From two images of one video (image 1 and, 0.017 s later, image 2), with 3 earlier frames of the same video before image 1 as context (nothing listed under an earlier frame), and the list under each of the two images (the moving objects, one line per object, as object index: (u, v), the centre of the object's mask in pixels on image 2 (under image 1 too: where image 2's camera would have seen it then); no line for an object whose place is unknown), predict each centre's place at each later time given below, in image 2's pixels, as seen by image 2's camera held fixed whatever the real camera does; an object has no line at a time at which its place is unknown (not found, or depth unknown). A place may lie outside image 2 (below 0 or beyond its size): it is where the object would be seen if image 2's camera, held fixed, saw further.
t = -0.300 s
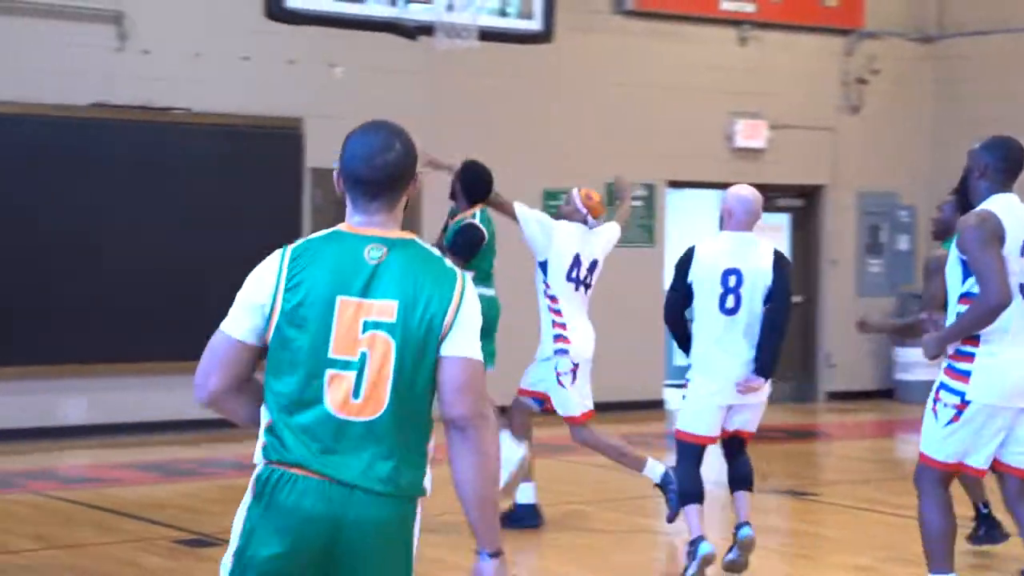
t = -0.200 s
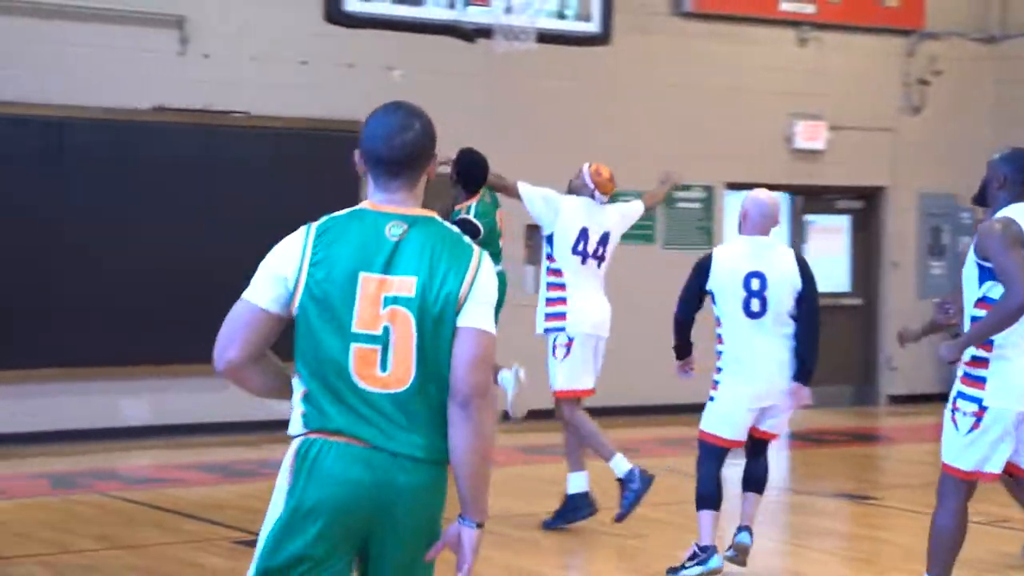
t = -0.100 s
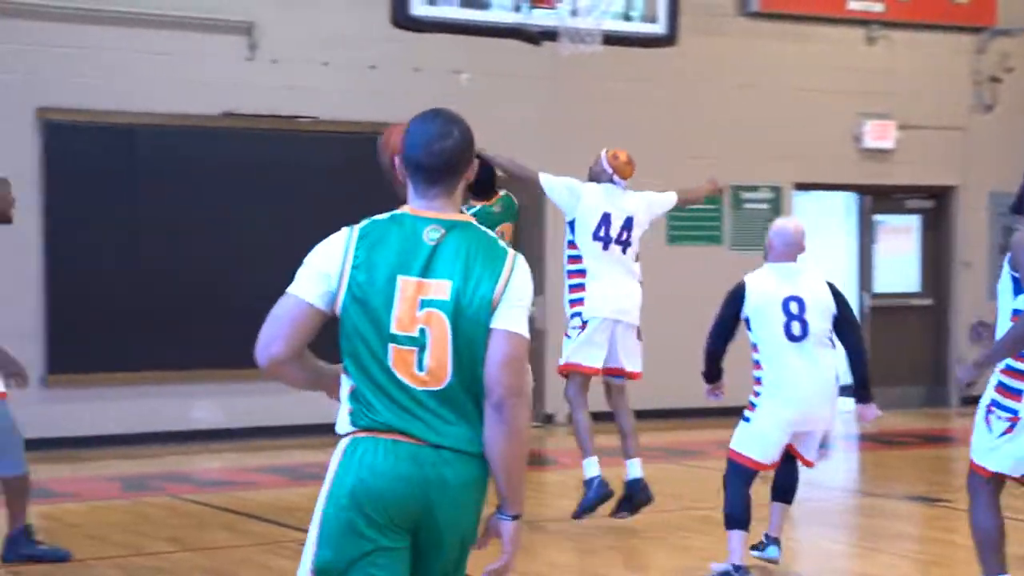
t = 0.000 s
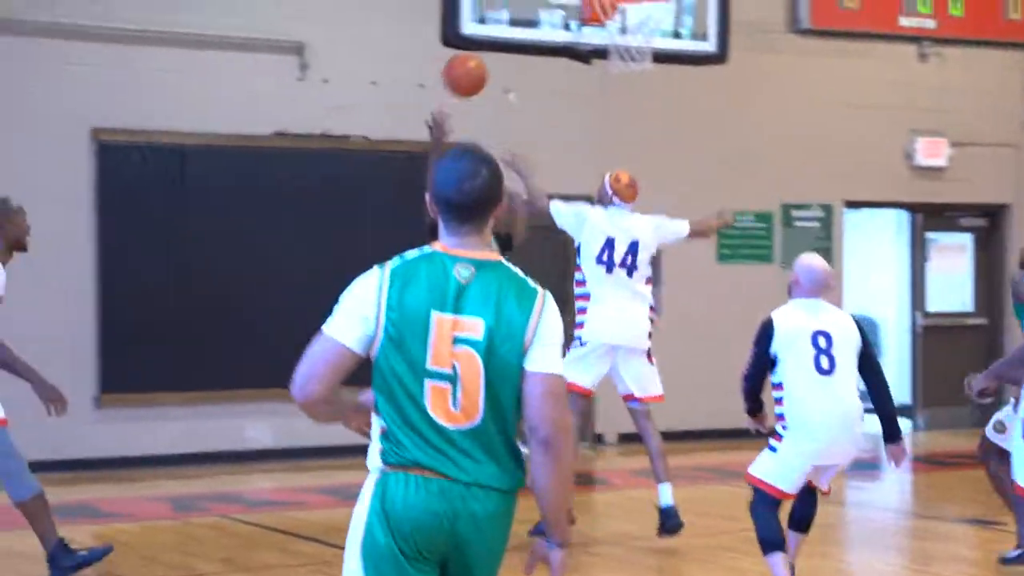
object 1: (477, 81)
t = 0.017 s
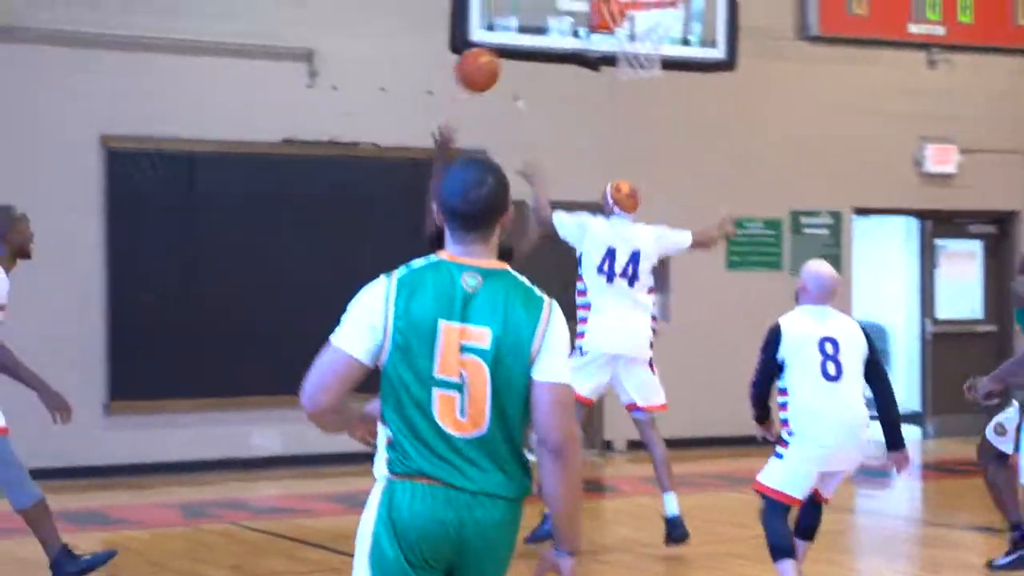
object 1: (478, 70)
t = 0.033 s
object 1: (481, 58)
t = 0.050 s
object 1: (483, 46)
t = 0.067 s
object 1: (487, 37)
